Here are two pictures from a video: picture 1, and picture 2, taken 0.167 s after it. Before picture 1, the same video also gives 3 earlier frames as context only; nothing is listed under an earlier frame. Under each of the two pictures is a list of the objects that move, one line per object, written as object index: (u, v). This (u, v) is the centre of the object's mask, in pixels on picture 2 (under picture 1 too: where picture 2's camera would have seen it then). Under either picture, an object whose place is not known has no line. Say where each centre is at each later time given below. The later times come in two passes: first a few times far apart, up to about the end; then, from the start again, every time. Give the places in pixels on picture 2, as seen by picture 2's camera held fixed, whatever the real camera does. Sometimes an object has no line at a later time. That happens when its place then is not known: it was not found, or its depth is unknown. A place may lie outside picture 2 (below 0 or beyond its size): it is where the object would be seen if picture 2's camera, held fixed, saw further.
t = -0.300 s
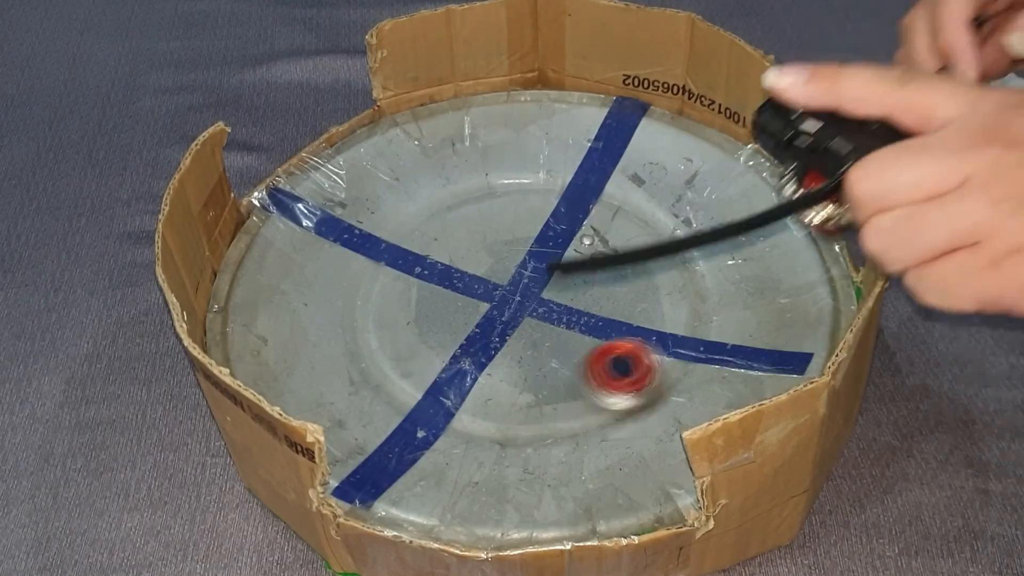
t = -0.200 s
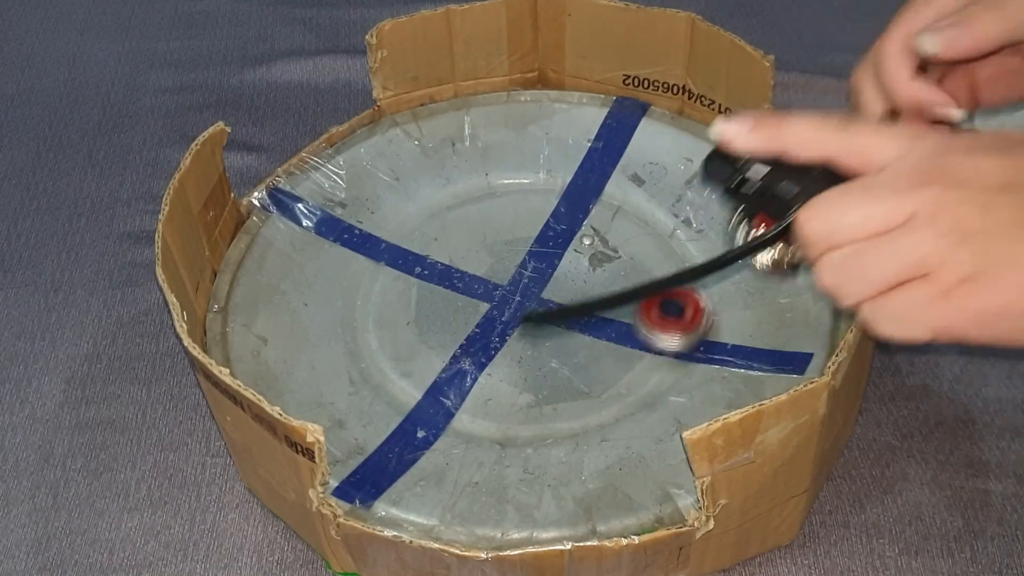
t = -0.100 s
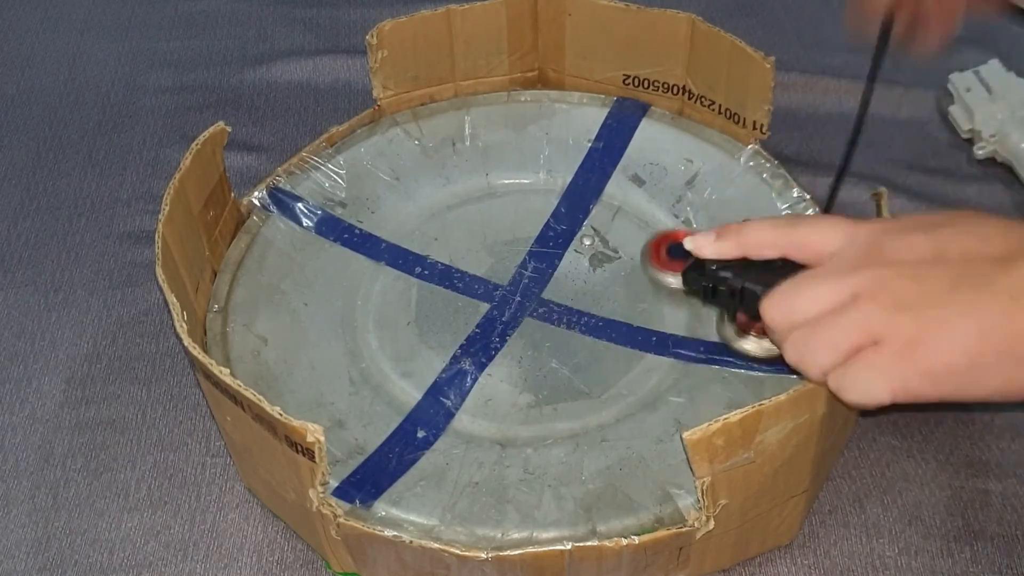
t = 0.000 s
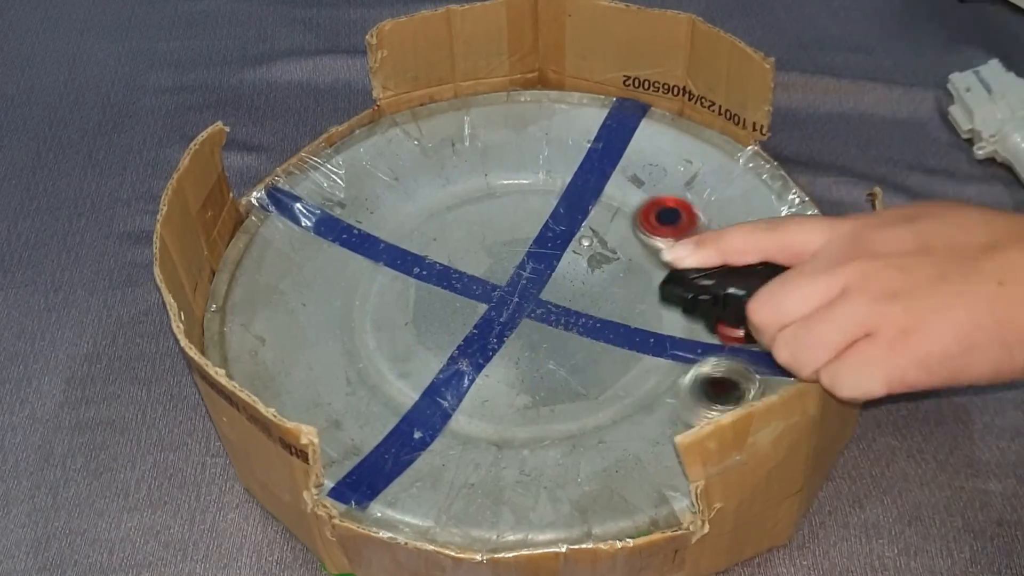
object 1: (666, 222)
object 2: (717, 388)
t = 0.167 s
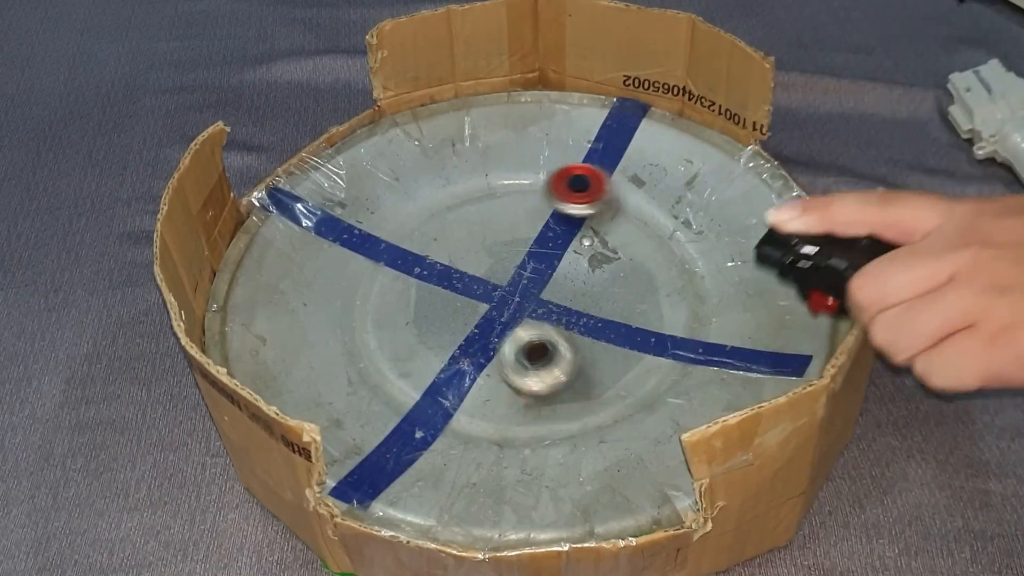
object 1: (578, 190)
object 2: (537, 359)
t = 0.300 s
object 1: (503, 199)
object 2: (504, 279)
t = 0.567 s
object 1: (352, 271)
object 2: (515, 233)
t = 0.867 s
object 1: (462, 380)
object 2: (521, 193)
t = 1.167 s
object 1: (648, 350)
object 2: (551, 173)
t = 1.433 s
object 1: (604, 238)
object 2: (527, 203)
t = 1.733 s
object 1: (513, 255)
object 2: (458, 213)
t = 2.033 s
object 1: (530, 283)
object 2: (427, 208)
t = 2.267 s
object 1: (580, 315)
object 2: (386, 230)
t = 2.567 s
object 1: (577, 285)
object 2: (371, 232)
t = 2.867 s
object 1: (565, 333)
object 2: (377, 270)
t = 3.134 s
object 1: (622, 321)
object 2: (361, 318)
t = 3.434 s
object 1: (517, 293)
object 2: (371, 342)
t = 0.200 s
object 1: (564, 191)
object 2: (524, 340)
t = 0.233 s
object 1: (546, 192)
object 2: (516, 321)
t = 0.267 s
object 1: (524, 195)
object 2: (509, 299)
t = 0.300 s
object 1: (503, 199)
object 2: (504, 279)
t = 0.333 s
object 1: (482, 205)
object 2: (501, 262)
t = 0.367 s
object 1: (458, 208)
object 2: (503, 253)
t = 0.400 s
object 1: (431, 208)
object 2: (510, 251)
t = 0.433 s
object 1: (408, 214)
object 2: (511, 247)
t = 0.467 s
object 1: (387, 223)
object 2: (512, 244)
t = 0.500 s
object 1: (371, 235)
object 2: (513, 242)
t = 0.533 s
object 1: (359, 251)
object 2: (515, 237)
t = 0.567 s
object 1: (352, 271)
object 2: (515, 233)
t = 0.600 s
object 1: (350, 293)
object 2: (515, 229)
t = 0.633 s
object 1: (352, 315)
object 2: (515, 225)
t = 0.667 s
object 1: (361, 335)
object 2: (514, 220)
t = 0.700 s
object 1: (374, 352)
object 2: (515, 214)
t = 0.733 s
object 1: (393, 364)
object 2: (516, 210)
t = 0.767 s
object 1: (409, 372)
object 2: (517, 207)
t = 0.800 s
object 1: (430, 376)
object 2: (518, 204)
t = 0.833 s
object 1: (449, 380)
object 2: (518, 199)
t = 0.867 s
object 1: (462, 380)
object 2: (521, 193)
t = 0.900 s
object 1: (478, 384)
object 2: (525, 189)
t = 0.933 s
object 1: (496, 389)
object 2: (529, 186)
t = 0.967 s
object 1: (515, 397)
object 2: (533, 183)
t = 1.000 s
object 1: (537, 399)
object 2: (538, 181)
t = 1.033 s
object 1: (561, 399)
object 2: (539, 178)
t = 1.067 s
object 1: (585, 390)
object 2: (541, 174)
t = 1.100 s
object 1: (611, 381)
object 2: (543, 172)
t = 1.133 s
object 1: (632, 366)
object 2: (547, 172)
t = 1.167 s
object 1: (648, 350)
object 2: (551, 173)
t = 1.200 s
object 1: (655, 331)
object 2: (554, 177)
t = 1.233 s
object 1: (659, 314)
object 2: (553, 182)
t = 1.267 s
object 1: (658, 295)
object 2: (549, 188)
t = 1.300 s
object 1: (654, 278)
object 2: (545, 192)
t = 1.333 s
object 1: (650, 264)
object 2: (541, 195)
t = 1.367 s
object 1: (636, 250)
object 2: (537, 198)
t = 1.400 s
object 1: (619, 242)
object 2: (533, 199)
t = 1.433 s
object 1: (604, 238)
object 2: (527, 203)
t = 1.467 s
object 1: (590, 238)
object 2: (521, 205)
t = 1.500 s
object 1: (579, 239)
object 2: (516, 209)
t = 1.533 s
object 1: (580, 242)
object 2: (502, 209)
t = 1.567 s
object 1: (578, 244)
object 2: (490, 209)
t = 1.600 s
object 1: (572, 247)
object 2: (483, 209)
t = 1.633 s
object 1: (560, 250)
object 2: (476, 210)
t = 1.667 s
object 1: (545, 252)
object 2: (470, 211)
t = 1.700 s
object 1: (528, 253)
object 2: (463, 212)
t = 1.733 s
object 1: (513, 255)
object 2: (458, 213)
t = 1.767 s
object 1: (510, 261)
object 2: (437, 205)
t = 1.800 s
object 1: (510, 264)
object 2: (422, 201)
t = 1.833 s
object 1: (512, 267)
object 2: (414, 198)
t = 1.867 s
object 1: (513, 269)
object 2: (410, 195)
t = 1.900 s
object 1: (513, 271)
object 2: (412, 195)
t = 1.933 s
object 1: (514, 273)
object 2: (417, 196)
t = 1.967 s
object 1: (518, 275)
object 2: (421, 199)
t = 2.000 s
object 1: (524, 278)
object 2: (425, 203)
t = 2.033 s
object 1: (530, 283)
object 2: (427, 208)
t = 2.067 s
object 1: (535, 288)
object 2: (426, 212)
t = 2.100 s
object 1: (538, 294)
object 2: (422, 217)
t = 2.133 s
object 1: (543, 301)
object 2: (415, 220)
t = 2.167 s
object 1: (549, 306)
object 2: (410, 223)
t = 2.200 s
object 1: (557, 310)
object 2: (401, 227)
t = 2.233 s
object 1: (569, 313)
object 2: (392, 229)
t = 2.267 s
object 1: (580, 315)
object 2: (386, 230)
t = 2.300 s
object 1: (592, 314)
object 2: (380, 230)
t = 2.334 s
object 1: (601, 312)
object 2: (375, 230)
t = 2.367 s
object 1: (605, 310)
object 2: (371, 230)
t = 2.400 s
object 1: (608, 304)
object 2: (368, 229)
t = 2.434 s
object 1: (609, 299)
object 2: (367, 229)
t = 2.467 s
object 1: (608, 295)
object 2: (368, 228)
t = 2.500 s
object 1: (602, 291)
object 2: (370, 227)
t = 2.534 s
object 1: (593, 287)
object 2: (371, 229)
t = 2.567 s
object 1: (577, 285)
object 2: (371, 232)
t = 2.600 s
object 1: (562, 285)
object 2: (371, 234)
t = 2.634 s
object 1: (547, 288)
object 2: (370, 236)
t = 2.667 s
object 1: (538, 291)
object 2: (370, 239)
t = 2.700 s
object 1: (533, 297)
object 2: (370, 243)
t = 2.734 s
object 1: (531, 304)
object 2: (373, 247)
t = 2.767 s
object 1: (533, 311)
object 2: (375, 252)
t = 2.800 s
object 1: (541, 320)
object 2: (377, 257)
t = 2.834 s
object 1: (552, 327)
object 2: (378, 263)
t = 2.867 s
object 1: (565, 333)
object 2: (377, 270)
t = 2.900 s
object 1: (578, 339)
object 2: (375, 277)
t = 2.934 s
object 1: (590, 345)
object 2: (372, 285)
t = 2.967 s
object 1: (602, 349)
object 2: (370, 294)
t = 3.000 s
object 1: (612, 347)
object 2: (366, 301)
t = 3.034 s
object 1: (619, 343)
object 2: (364, 306)
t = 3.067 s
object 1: (624, 336)
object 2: (362, 311)
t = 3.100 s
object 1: (625, 329)
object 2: (361, 314)
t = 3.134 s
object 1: (622, 321)
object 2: (361, 318)
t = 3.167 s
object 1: (618, 312)
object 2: (362, 321)
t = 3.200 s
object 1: (612, 304)
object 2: (364, 324)
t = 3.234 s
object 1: (604, 297)
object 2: (366, 326)
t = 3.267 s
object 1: (591, 292)
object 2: (368, 329)
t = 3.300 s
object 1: (574, 288)
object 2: (369, 332)
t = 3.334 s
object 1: (558, 287)
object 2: (370, 335)
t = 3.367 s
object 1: (542, 287)
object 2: (371, 337)
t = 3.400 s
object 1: (528, 289)
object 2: (371, 339)
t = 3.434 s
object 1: (517, 293)
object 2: (371, 342)
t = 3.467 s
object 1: (511, 299)
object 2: (371, 344)
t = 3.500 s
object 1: (509, 306)
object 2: (372, 346)
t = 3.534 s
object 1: (511, 314)
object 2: (374, 348)
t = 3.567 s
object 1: (517, 322)
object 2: (377, 350)
